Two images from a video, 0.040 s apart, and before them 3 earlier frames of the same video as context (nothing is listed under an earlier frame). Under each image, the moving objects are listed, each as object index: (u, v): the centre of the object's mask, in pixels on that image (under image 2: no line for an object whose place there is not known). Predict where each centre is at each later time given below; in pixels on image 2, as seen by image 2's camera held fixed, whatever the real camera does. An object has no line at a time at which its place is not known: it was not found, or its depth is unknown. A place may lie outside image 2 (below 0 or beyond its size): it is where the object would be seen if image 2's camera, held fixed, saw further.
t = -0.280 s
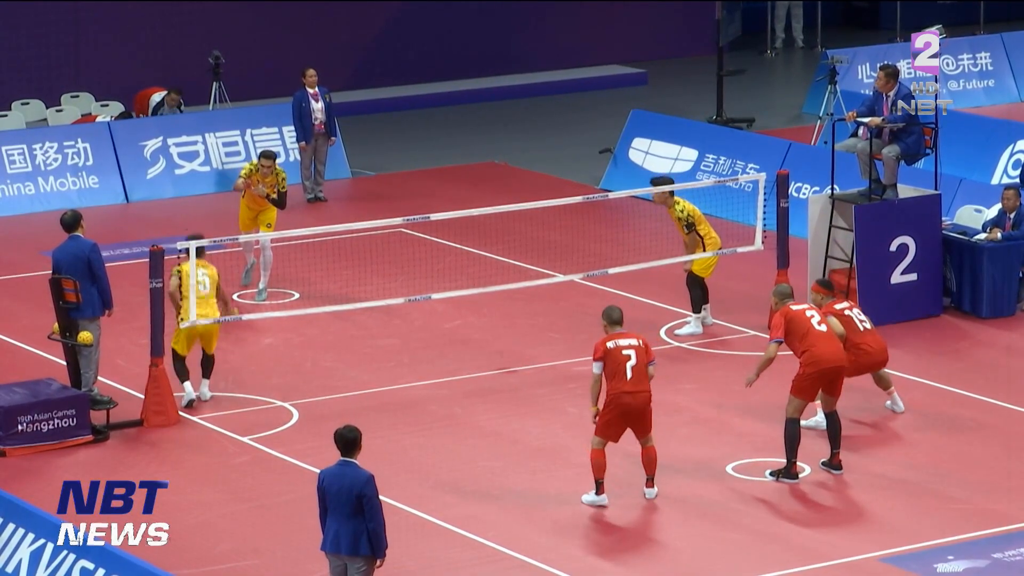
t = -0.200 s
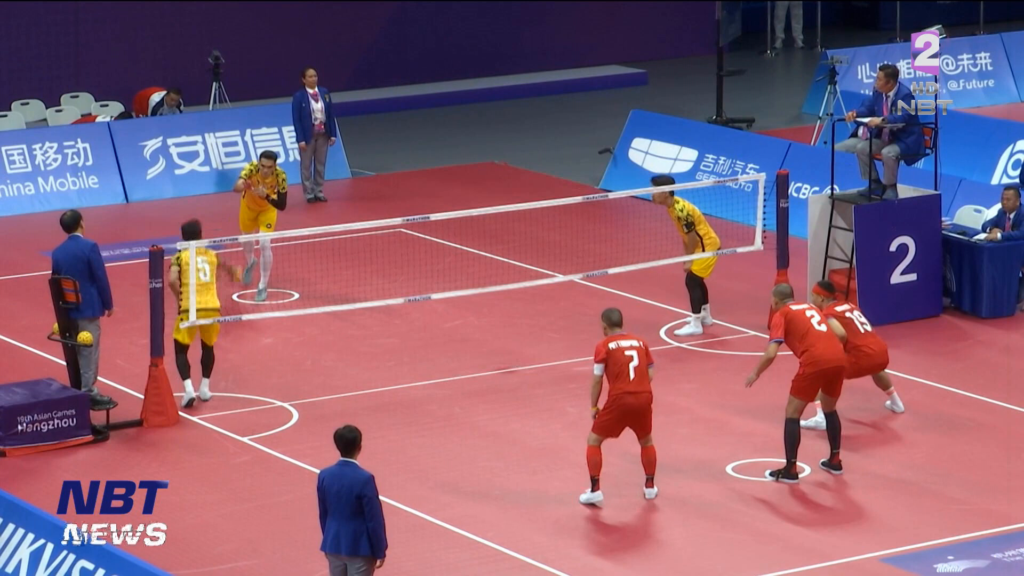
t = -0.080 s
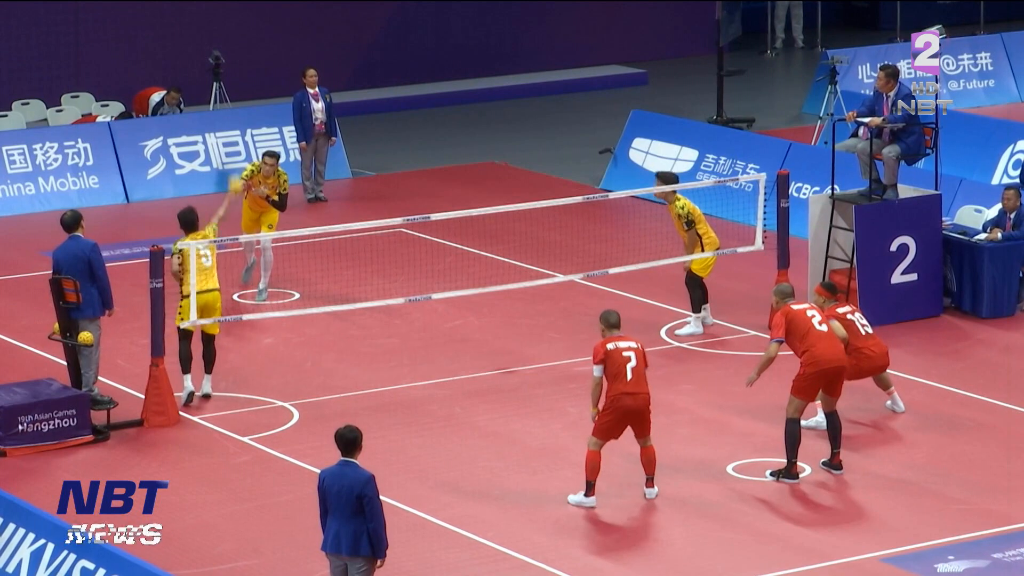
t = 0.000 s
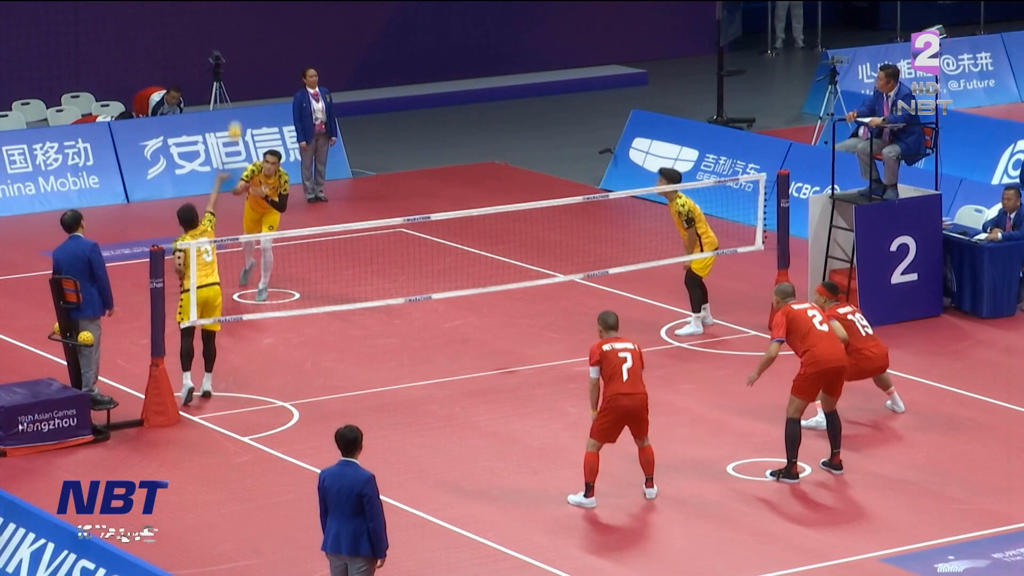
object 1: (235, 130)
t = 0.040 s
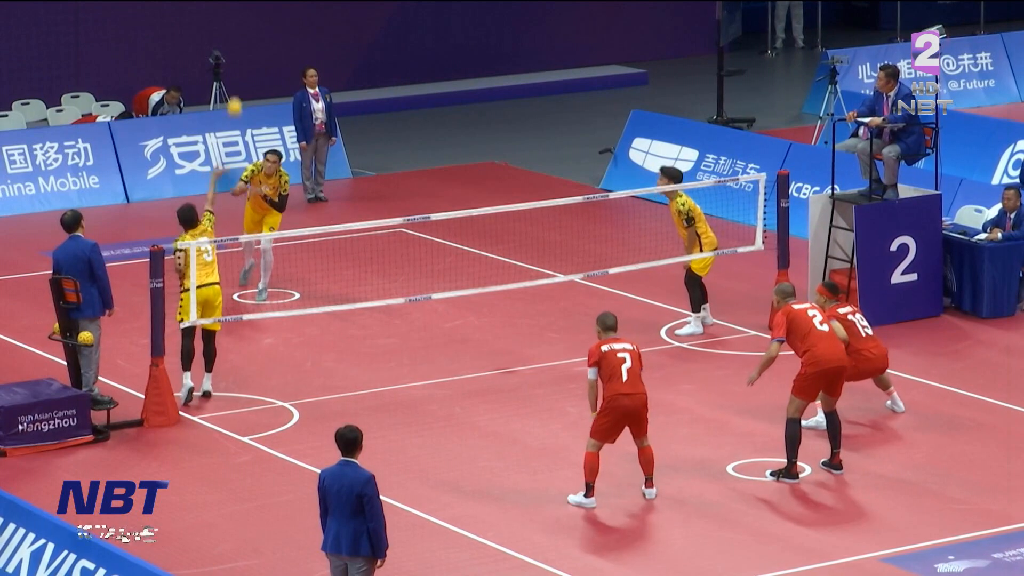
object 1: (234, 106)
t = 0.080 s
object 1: (234, 85)
